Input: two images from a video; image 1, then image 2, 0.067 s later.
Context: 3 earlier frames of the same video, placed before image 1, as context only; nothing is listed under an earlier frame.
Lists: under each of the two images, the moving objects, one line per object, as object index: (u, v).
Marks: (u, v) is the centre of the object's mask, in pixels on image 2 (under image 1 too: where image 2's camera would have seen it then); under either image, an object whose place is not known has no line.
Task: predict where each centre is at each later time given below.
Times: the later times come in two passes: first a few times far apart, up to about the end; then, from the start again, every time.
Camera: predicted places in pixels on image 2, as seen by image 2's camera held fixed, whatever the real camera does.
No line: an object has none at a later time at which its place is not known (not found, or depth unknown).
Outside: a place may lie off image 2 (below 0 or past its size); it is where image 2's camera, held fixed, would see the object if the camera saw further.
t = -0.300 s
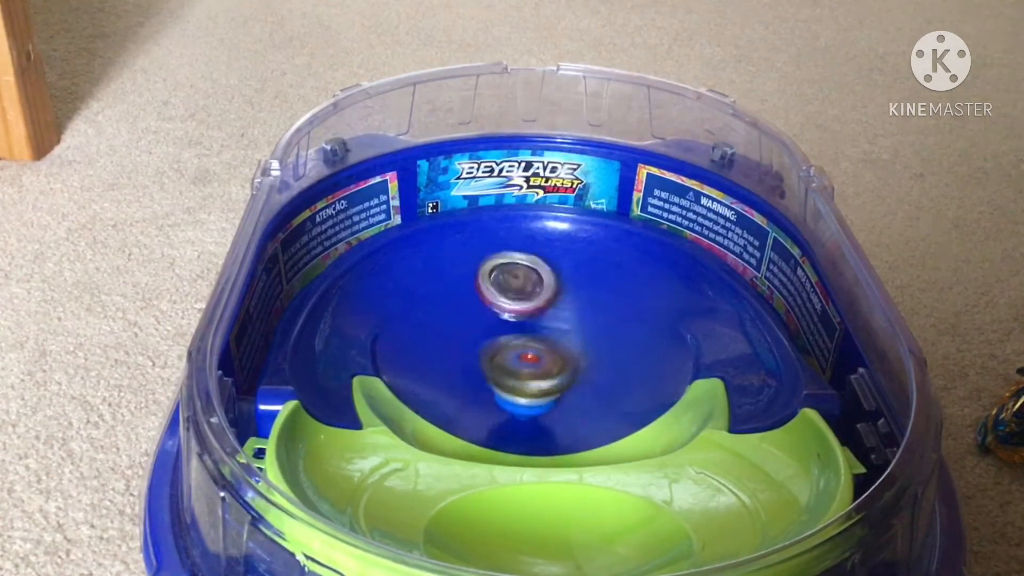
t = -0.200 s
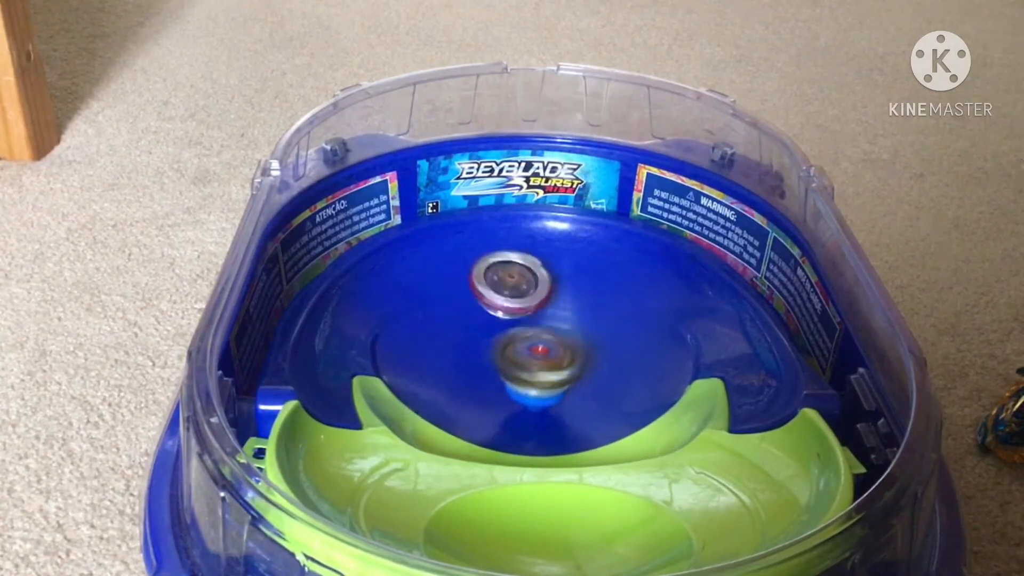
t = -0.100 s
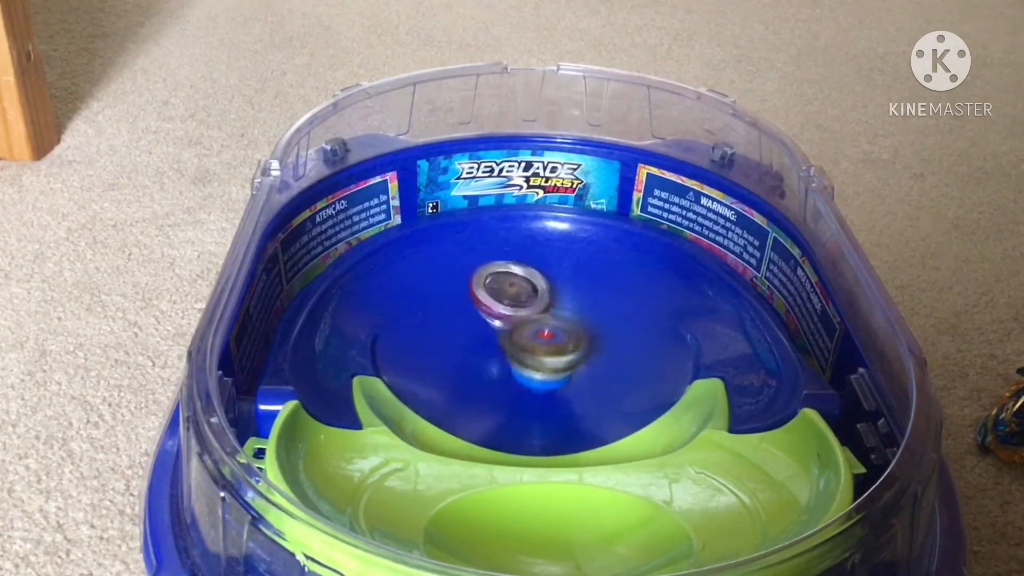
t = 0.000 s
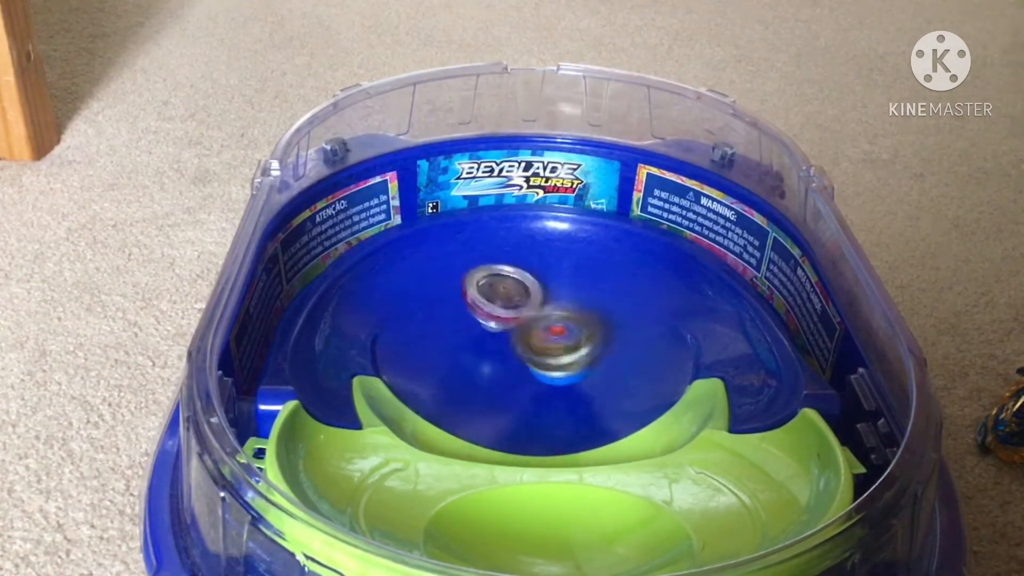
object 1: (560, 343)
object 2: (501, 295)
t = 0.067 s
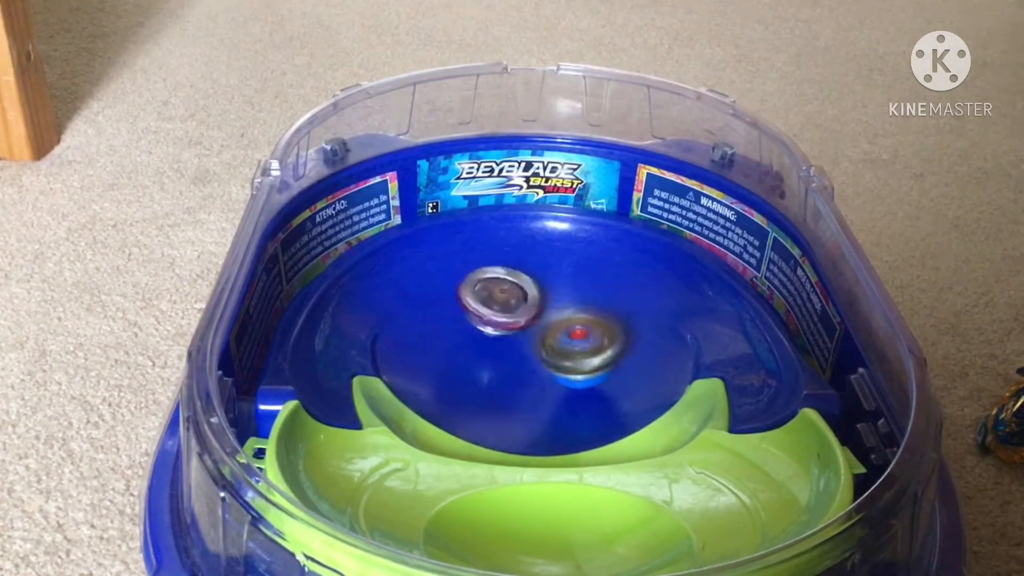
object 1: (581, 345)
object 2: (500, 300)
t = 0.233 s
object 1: (611, 342)
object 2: (514, 320)
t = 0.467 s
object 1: (651, 331)
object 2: (523, 330)
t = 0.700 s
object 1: (638, 323)
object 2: (544, 329)
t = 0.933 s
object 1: (607, 338)
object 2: (507, 320)
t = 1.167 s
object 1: (568, 357)
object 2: (478, 324)
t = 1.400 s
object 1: (559, 379)
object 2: (471, 314)
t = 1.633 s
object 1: (539, 385)
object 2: (485, 298)
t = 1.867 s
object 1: (523, 355)
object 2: (519, 295)
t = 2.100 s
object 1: (512, 368)
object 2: (559, 258)
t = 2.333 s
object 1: (531, 384)
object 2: (568, 279)
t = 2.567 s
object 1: (559, 378)
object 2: (522, 320)
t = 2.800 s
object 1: (565, 372)
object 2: (520, 330)
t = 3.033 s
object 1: (543, 378)
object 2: (527, 311)
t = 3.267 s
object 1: (527, 359)
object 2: (530, 306)
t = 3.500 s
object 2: (520, 310)
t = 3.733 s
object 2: (521, 308)
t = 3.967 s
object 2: (520, 317)
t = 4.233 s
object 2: (545, 308)
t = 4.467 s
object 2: (549, 307)
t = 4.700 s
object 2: (539, 312)
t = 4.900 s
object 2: (538, 313)
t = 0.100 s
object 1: (590, 345)
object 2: (501, 303)
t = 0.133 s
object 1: (598, 345)
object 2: (504, 308)
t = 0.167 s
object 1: (605, 344)
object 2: (506, 311)
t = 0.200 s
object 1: (609, 343)
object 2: (510, 316)
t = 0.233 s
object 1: (611, 342)
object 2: (514, 320)
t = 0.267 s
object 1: (611, 340)
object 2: (518, 323)
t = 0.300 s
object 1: (611, 339)
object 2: (523, 327)
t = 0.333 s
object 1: (611, 337)
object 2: (527, 330)
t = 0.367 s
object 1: (617, 337)
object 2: (526, 329)
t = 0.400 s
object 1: (629, 335)
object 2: (521, 328)
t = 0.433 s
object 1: (642, 333)
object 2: (522, 330)
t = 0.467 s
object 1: (651, 331)
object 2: (523, 330)
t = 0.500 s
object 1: (656, 329)
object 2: (530, 331)
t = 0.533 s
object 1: (658, 327)
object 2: (534, 332)
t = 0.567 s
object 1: (659, 325)
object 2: (539, 332)
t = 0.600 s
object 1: (655, 323)
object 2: (544, 332)
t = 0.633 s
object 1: (649, 322)
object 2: (548, 332)
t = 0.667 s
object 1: (641, 322)
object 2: (549, 330)
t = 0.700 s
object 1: (638, 323)
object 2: (544, 329)
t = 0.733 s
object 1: (639, 323)
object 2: (536, 326)
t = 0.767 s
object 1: (638, 325)
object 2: (529, 325)
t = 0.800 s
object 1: (636, 327)
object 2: (525, 324)
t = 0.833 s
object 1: (632, 329)
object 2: (522, 322)
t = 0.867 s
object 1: (626, 331)
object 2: (517, 321)
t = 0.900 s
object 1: (618, 334)
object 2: (512, 319)
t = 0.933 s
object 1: (607, 338)
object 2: (507, 320)
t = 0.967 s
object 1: (594, 340)
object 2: (502, 319)
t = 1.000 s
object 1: (581, 342)
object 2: (497, 319)
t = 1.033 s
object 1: (572, 342)
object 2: (491, 319)
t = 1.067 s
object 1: (569, 346)
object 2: (483, 319)
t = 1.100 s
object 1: (570, 350)
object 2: (477, 319)
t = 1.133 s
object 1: (569, 354)
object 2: (477, 322)
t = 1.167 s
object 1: (568, 357)
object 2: (478, 324)
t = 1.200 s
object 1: (566, 360)
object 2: (479, 326)
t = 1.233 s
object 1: (563, 363)
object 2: (481, 329)
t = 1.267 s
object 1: (559, 365)
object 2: (483, 332)
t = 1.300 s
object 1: (554, 366)
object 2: (485, 333)
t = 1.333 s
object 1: (555, 370)
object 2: (478, 324)
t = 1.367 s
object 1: (556, 375)
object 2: (474, 319)
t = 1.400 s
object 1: (559, 379)
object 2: (471, 314)
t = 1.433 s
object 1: (558, 382)
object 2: (473, 311)
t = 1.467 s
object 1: (556, 386)
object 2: (475, 308)
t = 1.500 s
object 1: (555, 386)
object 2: (476, 305)
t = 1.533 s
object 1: (550, 387)
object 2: (476, 303)
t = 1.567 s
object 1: (546, 389)
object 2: (478, 301)
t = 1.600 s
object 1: (543, 386)
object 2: (483, 299)
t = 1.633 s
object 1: (539, 385)
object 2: (485, 298)
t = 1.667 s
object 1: (536, 382)
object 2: (488, 297)
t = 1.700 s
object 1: (531, 379)
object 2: (493, 297)
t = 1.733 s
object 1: (528, 375)
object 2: (497, 297)
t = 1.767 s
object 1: (526, 372)
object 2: (501, 297)
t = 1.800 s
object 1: (524, 366)
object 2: (507, 297)
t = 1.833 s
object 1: (523, 361)
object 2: (513, 297)
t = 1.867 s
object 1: (523, 355)
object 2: (519, 295)
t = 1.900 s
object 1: (521, 349)
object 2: (526, 294)
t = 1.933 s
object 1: (521, 342)
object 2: (528, 291)
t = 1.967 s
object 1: (520, 342)
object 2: (533, 289)
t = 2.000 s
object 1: (514, 354)
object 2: (534, 281)
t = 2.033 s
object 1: (516, 358)
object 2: (545, 273)
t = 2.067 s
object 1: (515, 361)
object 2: (554, 264)
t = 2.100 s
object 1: (512, 368)
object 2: (559, 258)
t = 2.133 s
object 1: (514, 375)
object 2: (561, 255)
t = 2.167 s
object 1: (519, 376)
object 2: (561, 254)
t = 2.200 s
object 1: (519, 378)
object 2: (563, 257)
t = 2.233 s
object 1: (523, 382)
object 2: (565, 260)
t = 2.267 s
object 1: (526, 383)
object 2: (567, 267)
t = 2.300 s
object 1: (524, 385)
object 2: (569, 272)
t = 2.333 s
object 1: (531, 384)
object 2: (568, 279)
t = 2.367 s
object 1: (536, 382)
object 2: (564, 286)
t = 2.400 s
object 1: (539, 380)
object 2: (559, 295)
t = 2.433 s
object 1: (543, 378)
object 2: (553, 306)
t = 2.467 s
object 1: (552, 378)
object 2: (547, 315)
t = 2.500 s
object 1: (553, 371)
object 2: (537, 320)
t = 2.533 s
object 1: (560, 377)
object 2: (530, 322)
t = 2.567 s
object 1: (559, 378)
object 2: (522, 320)
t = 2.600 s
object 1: (560, 380)
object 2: (519, 323)
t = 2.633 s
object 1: (569, 384)
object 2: (518, 325)
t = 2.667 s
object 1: (571, 378)
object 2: (519, 327)
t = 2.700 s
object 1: (567, 380)
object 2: (522, 327)
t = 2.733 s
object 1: (565, 377)
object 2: (525, 328)
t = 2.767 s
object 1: (566, 378)
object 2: (524, 331)
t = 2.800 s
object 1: (565, 372)
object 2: (520, 330)
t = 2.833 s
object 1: (564, 370)
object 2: (523, 329)
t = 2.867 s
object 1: (556, 370)
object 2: (524, 329)
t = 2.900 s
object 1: (554, 371)
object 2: (526, 323)
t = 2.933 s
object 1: (552, 374)
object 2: (530, 316)
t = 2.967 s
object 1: (551, 376)
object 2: (532, 314)
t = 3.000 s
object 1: (546, 375)
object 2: (529, 311)
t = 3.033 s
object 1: (543, 378)
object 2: (527, 311)
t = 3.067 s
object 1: (539, 377)
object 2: (530, 306)
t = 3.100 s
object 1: (536, 376)
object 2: (530, 305)
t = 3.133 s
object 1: (535, 371)
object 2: (532, 304)
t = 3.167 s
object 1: (529, 370)
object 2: (534, 307)
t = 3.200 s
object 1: (527, 366)
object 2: (534, 308)
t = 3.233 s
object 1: (527, 363)
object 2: (531, 310)
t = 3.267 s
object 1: (527, 359)
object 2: (530, 306)
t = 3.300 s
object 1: (521, 359)
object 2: (527, 306)
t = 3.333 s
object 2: (525, 306)
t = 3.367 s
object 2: (529, 309)
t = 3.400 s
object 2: (536, 307)
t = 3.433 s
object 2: (534, 307)
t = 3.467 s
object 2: (524, 307)
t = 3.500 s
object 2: (520, 310)
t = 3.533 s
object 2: (523, 311)
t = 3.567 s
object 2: (522, 315)
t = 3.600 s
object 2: (520, 316)
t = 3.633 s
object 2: (520, 314)
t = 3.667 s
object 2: (522, 312)
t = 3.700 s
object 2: (522, 308)
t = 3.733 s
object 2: (521, 308)
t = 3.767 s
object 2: (522, 309)
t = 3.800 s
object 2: (523, 310)
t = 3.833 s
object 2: (524, 310)
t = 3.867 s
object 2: (522, 312)
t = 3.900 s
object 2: (522, 312)
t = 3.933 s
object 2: (521, 316)
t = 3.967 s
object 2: (520, 317)
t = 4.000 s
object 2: (522, 317)
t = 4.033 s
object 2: (523, 318)
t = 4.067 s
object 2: (527, 315)
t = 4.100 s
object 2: (531, 314)
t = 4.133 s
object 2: (536, 313)
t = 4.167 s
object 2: (538, 312)
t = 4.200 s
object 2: (541, 310)
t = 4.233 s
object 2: (545, 308)
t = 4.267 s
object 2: (547, 308)
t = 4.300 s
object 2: (549, 307)
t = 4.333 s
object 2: (551, 307)
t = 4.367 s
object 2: (552, 306)
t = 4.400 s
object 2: (551, 306)
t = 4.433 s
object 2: (551, 306)
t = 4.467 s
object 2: (549, 307)
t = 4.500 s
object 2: (547, 309)
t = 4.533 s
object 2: (544, 310)
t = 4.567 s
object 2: (541, 312)
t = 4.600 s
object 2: (540, 312)
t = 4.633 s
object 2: (540, 313)
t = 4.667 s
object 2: (540, 313)
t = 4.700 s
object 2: (539, 312)
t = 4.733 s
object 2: (538, 313)
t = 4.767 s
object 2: (538, 312)
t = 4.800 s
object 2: (539, 313)
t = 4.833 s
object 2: (538, 313)
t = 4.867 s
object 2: (538, 313)
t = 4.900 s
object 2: (538, 313)
